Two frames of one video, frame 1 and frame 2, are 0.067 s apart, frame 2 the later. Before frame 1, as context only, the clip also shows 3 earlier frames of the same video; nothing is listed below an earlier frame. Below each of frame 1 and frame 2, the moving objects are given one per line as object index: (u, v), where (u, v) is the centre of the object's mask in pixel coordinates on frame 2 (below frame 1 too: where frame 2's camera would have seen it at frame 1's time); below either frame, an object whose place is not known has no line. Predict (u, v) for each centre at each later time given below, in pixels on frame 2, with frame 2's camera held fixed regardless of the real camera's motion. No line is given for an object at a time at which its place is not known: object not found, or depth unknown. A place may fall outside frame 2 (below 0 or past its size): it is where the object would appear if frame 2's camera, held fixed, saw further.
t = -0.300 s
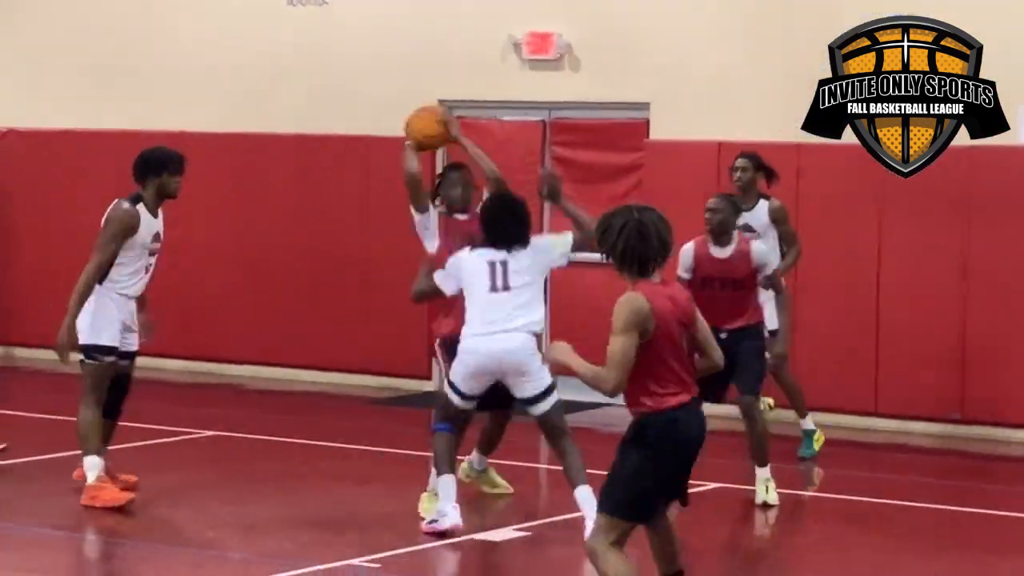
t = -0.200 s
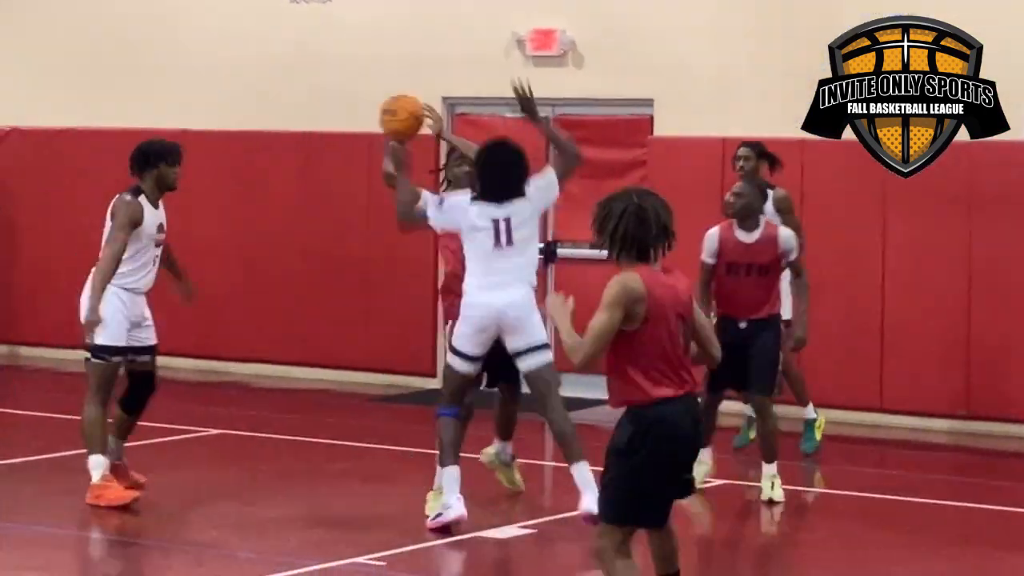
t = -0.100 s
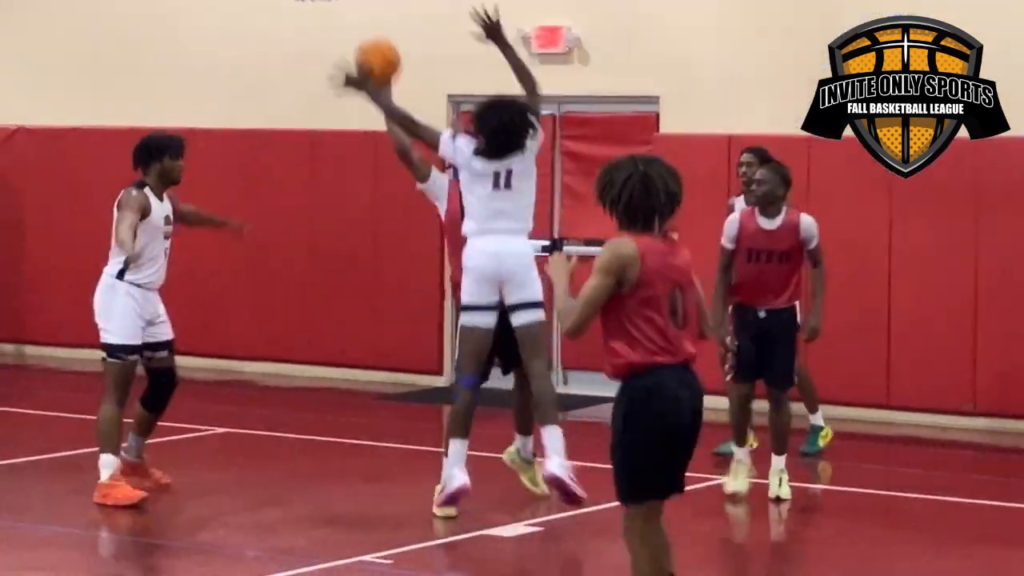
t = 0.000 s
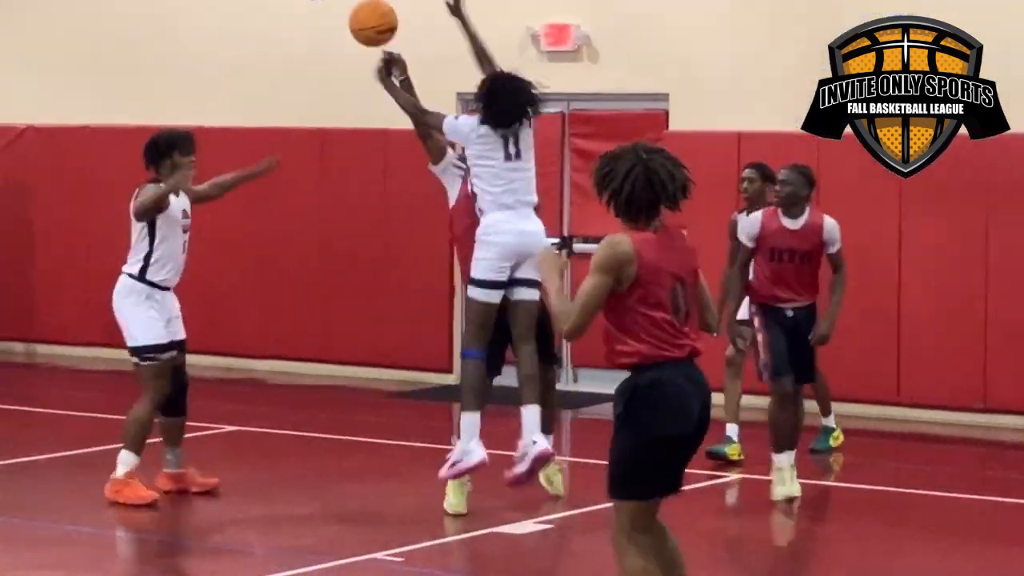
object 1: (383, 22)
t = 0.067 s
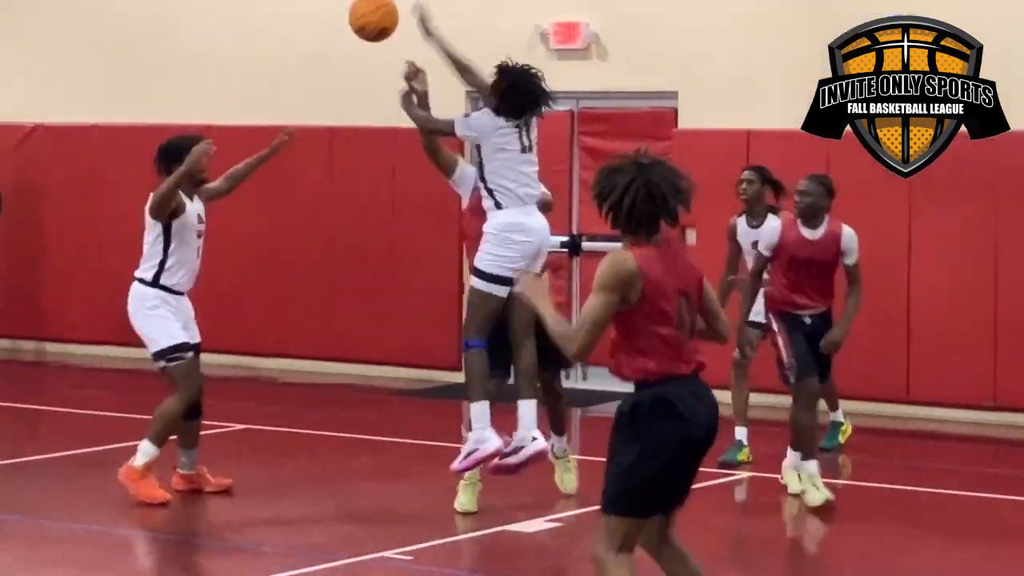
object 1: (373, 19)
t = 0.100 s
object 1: (368, 20)
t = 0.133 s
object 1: (363, 24)
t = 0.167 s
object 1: (358, 28)
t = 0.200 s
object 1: (351, 37)
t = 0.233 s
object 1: (347, 49)
